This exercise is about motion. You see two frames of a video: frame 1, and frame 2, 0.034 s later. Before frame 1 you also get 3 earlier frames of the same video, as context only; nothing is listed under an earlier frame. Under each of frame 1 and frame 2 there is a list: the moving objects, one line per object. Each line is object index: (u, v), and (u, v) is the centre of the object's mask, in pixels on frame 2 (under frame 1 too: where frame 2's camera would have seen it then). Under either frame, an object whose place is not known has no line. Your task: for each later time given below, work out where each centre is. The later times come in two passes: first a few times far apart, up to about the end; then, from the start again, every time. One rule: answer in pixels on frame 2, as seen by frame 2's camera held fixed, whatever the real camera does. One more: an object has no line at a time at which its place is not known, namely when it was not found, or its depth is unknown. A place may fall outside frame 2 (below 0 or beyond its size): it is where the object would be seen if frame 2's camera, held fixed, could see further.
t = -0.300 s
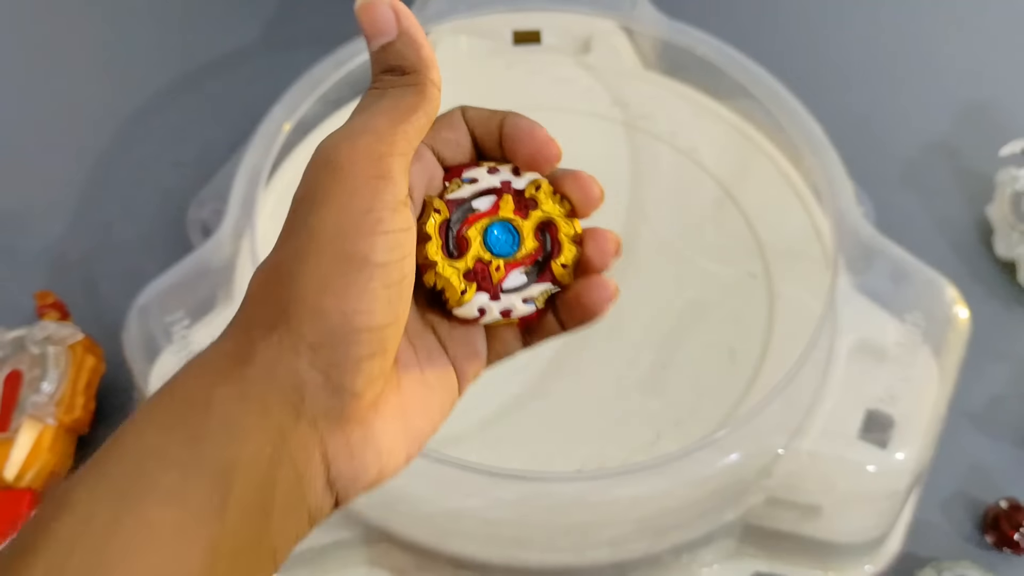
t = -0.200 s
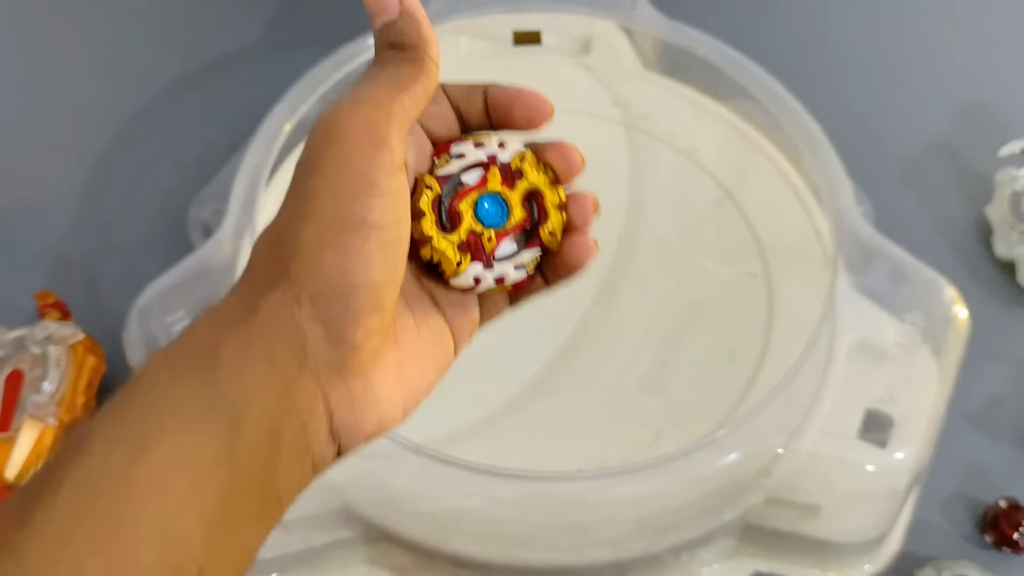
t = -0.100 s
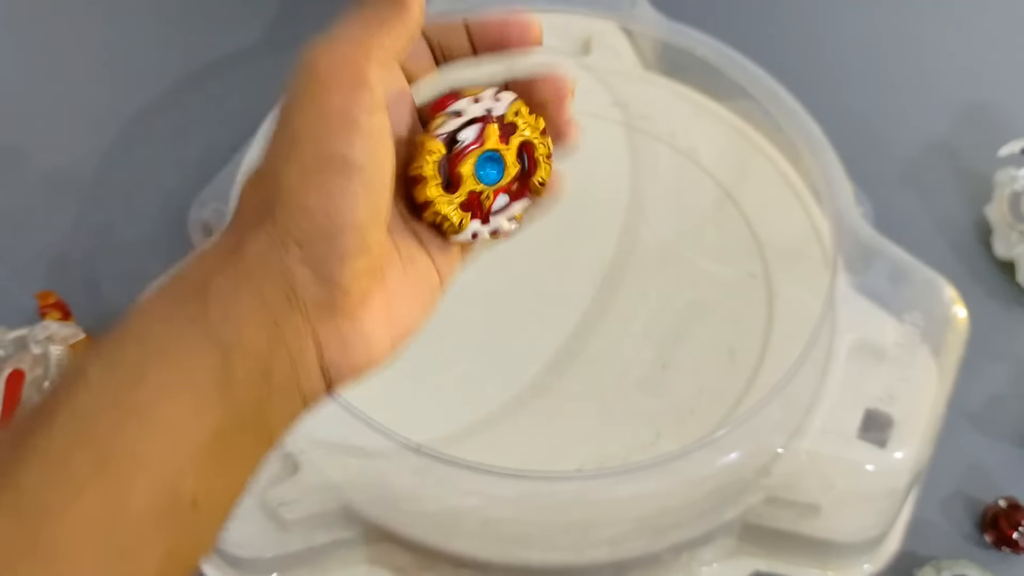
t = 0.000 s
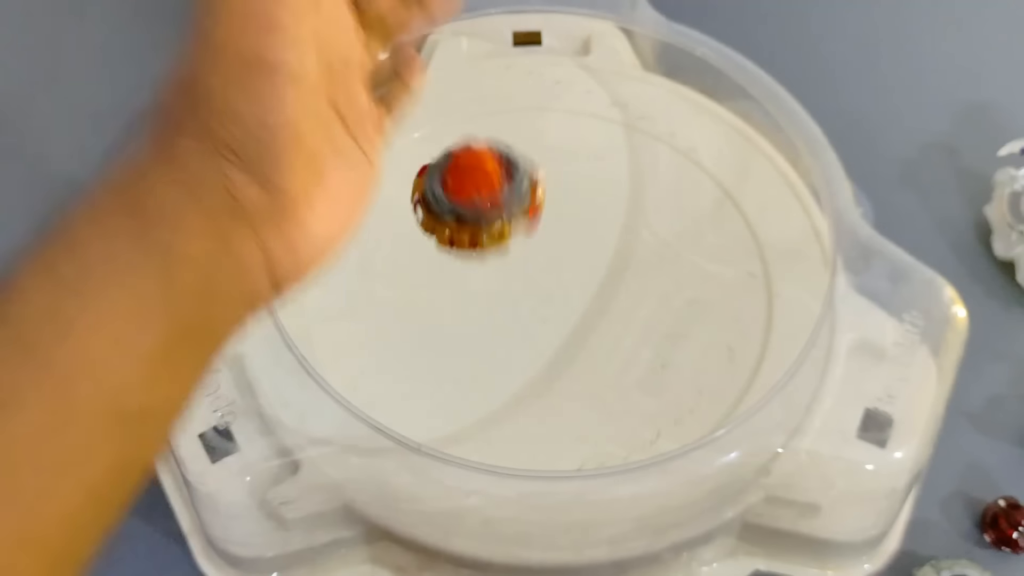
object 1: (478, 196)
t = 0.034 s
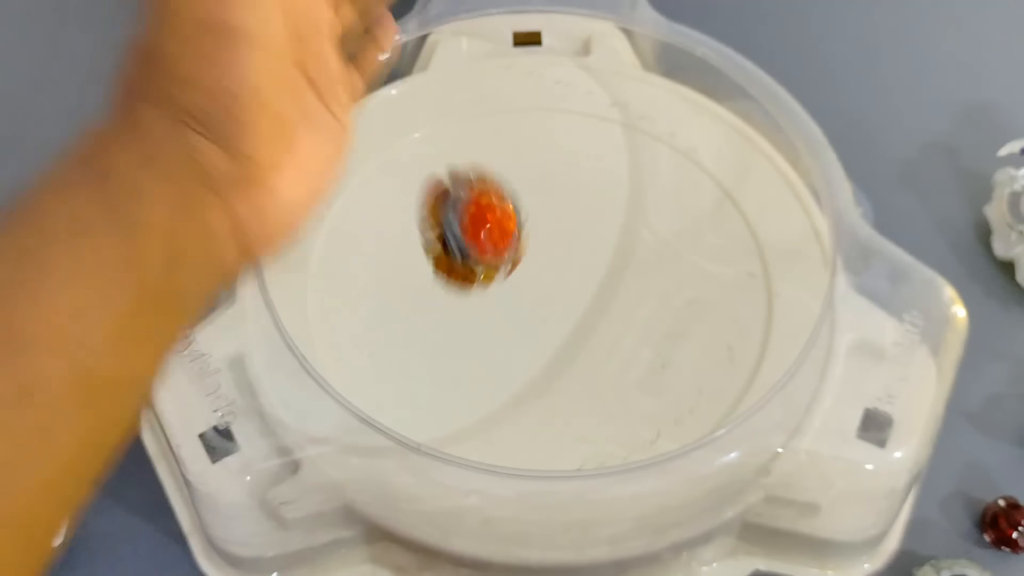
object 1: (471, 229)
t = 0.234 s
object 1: (535, 229)
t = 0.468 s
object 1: (591, 170)
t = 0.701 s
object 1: (561, 205)
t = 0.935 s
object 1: (528, 215)
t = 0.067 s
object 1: (480, 271)
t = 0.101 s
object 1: (482, 321)
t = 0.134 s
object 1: (494, 302)
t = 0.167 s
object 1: (511, 266)
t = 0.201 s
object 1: (524, 242)
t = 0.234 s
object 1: (535, 229)
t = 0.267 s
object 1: (546, 224)
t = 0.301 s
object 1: (552, 205)
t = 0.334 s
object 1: (554, 198)
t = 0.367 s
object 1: (561, 191)
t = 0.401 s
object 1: (572, 181)
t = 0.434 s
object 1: (583, 174)
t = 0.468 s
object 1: (591, 170)
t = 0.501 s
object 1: (593, 168)
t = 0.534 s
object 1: (593, 167)
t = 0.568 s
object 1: (593, 170)
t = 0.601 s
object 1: (588, 182)
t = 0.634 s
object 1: (581, 190)
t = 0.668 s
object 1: (572, 198)
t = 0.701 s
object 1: (561, 205)
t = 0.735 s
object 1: (550, 209)
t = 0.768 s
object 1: (541, 211)
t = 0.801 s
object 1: (533, 212)
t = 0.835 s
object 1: (528, 212)
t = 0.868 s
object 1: (526, 211)
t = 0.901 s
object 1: (527, 213)
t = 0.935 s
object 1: (528, 215)
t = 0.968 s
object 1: (531, 218)
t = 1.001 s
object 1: (535, 221)
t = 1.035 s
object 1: (539, 224)
